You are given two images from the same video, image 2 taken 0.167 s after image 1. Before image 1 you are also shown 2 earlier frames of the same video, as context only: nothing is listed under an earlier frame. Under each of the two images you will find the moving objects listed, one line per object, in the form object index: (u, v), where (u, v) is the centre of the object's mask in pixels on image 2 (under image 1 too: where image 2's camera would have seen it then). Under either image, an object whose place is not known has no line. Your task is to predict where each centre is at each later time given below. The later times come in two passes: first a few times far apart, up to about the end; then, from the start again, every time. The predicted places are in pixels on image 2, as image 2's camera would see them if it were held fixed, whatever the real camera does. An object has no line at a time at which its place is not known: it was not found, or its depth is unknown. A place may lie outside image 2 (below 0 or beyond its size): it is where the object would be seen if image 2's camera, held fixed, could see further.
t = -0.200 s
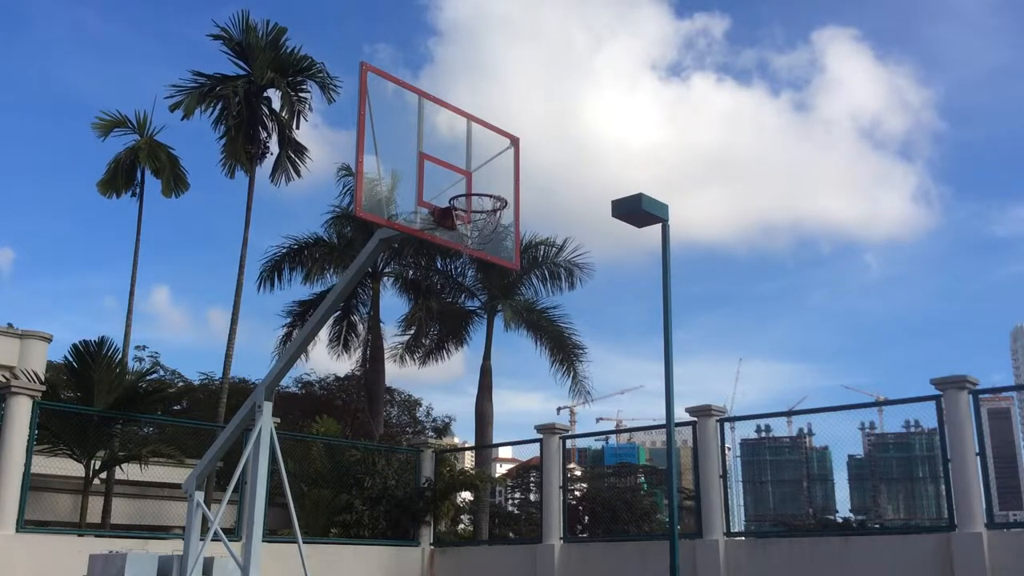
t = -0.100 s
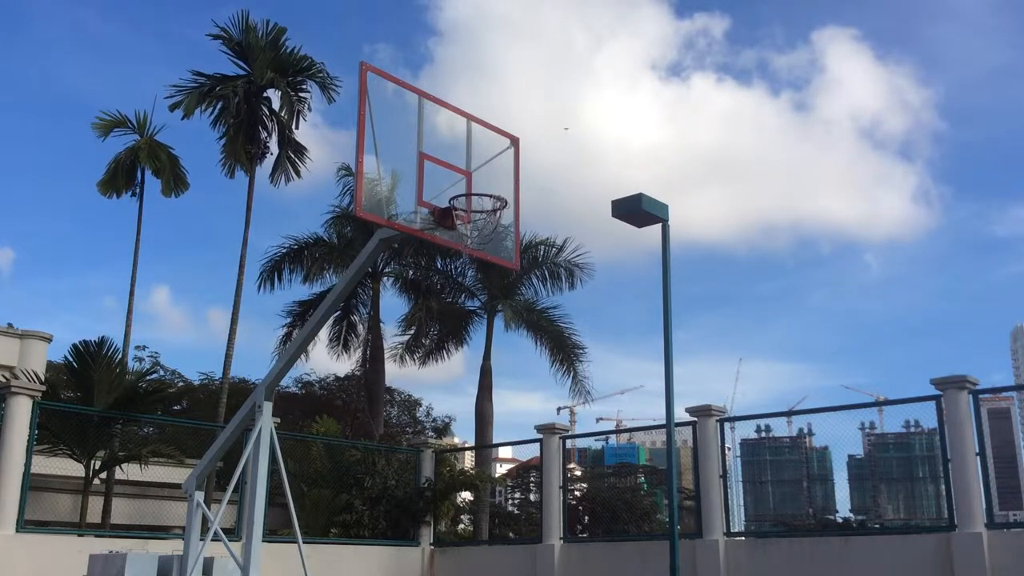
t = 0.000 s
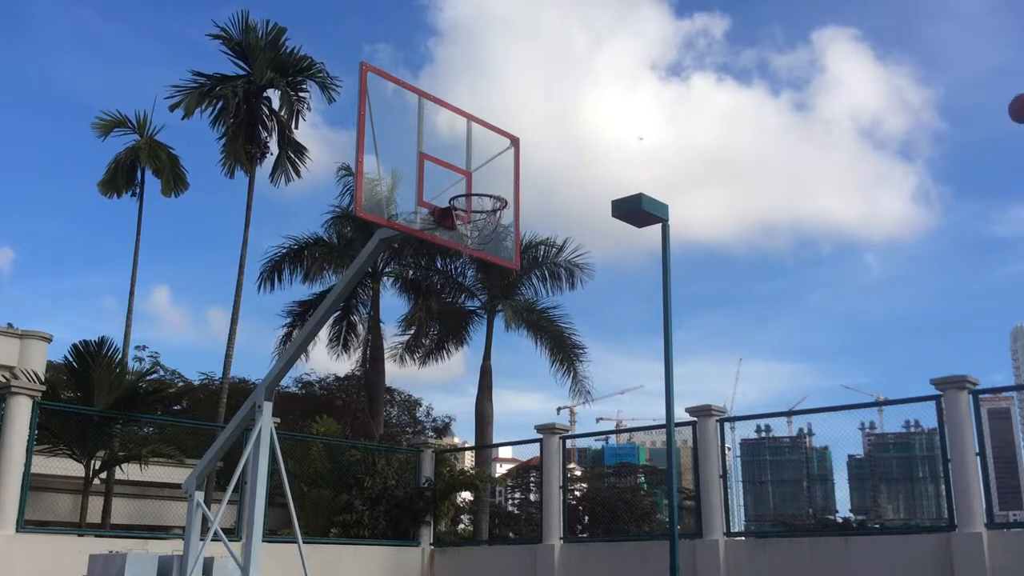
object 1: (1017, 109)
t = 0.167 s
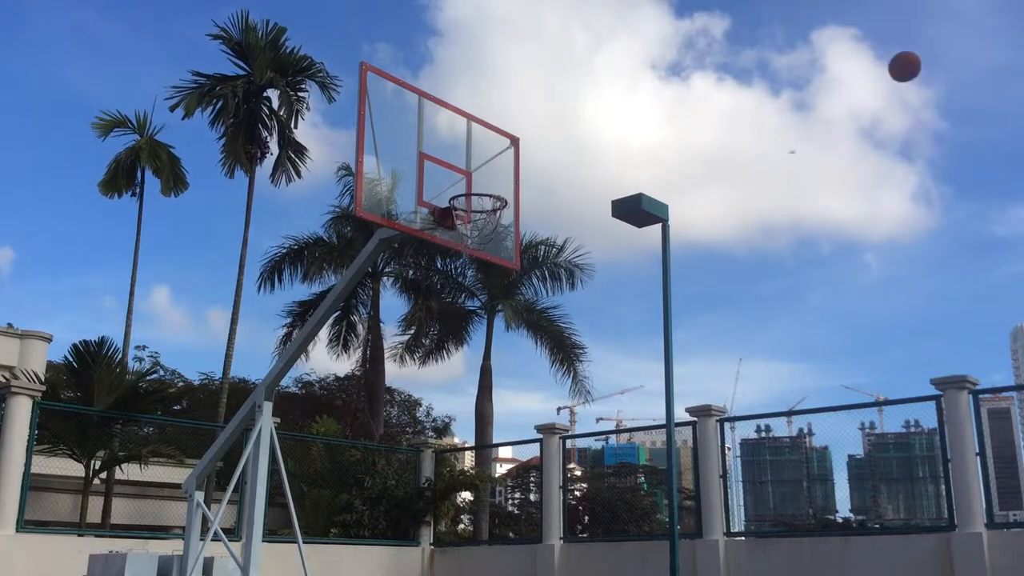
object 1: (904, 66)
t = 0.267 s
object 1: (836, 57)
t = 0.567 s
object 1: (644, 100)
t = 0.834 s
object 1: (507, 190)
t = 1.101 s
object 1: (525, 169)
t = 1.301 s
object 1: (538, 205)
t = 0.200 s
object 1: (881, 62)
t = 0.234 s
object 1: (859, 59)
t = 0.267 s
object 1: (836, 57)
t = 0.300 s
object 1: (814, 57)
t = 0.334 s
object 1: (792, 58)
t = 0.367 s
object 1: (771, 61)
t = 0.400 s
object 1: (749, 64)
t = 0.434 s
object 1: (728, 69)
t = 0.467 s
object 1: (707, 75)
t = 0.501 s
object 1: (686, 82)
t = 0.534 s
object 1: (665, 91)
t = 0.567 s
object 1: (644, 100)
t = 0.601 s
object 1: (623, 111)
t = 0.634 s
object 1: (602, 123)
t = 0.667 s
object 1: (582, 137)
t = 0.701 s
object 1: (561, 151)
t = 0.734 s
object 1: (541, 167)
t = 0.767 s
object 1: (520, 184)
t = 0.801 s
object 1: (505, 199)
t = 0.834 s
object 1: (507, 190)
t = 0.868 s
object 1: (510, 184)
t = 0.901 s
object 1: (512, 179)
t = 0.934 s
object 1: (514, 174)
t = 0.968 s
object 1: (516, 171)
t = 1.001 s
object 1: (519, 169)
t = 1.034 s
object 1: (521, 168)
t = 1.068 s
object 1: (523, 168)
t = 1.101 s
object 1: (525, 169)
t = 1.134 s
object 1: (527, 172)
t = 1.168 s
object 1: (529, 176)
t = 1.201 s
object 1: (531, 182)
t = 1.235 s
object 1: (533, 188)
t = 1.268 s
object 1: (535, 196)
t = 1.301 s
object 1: (538, 205)
